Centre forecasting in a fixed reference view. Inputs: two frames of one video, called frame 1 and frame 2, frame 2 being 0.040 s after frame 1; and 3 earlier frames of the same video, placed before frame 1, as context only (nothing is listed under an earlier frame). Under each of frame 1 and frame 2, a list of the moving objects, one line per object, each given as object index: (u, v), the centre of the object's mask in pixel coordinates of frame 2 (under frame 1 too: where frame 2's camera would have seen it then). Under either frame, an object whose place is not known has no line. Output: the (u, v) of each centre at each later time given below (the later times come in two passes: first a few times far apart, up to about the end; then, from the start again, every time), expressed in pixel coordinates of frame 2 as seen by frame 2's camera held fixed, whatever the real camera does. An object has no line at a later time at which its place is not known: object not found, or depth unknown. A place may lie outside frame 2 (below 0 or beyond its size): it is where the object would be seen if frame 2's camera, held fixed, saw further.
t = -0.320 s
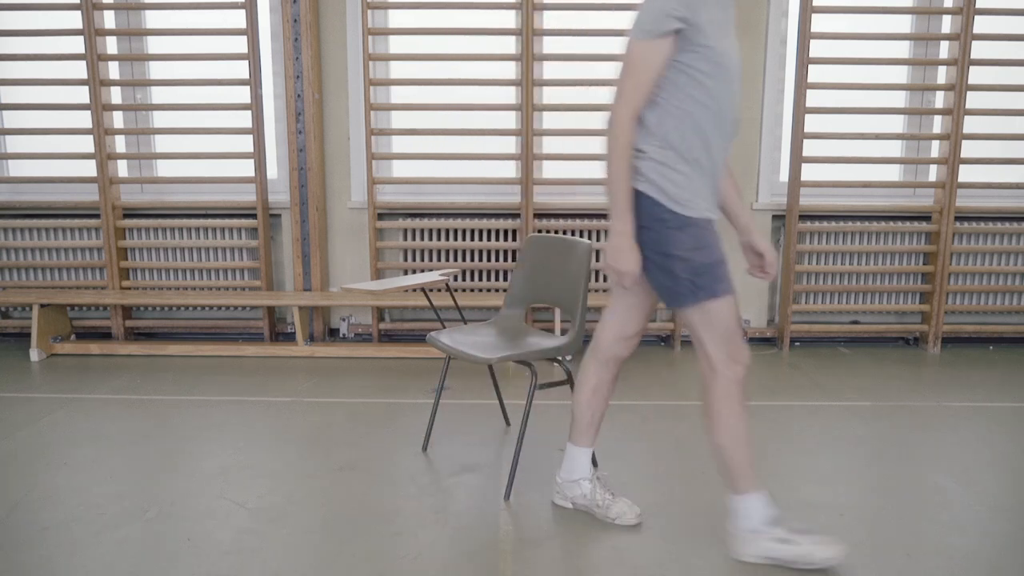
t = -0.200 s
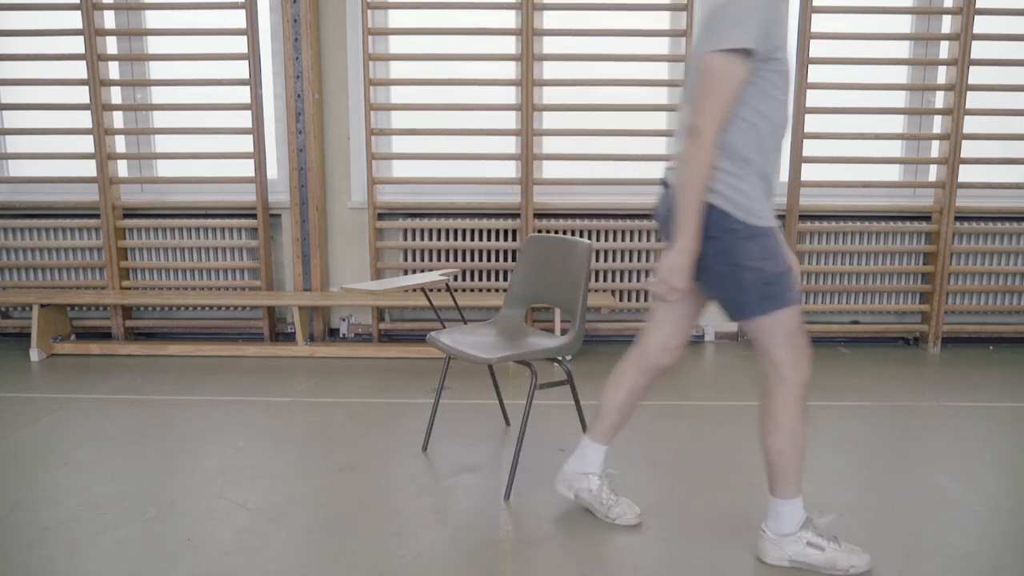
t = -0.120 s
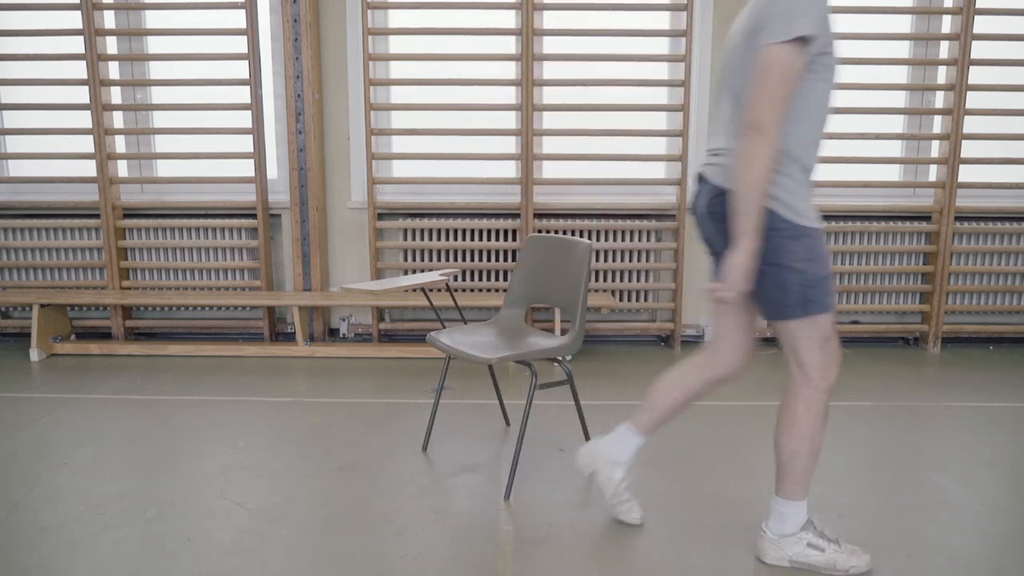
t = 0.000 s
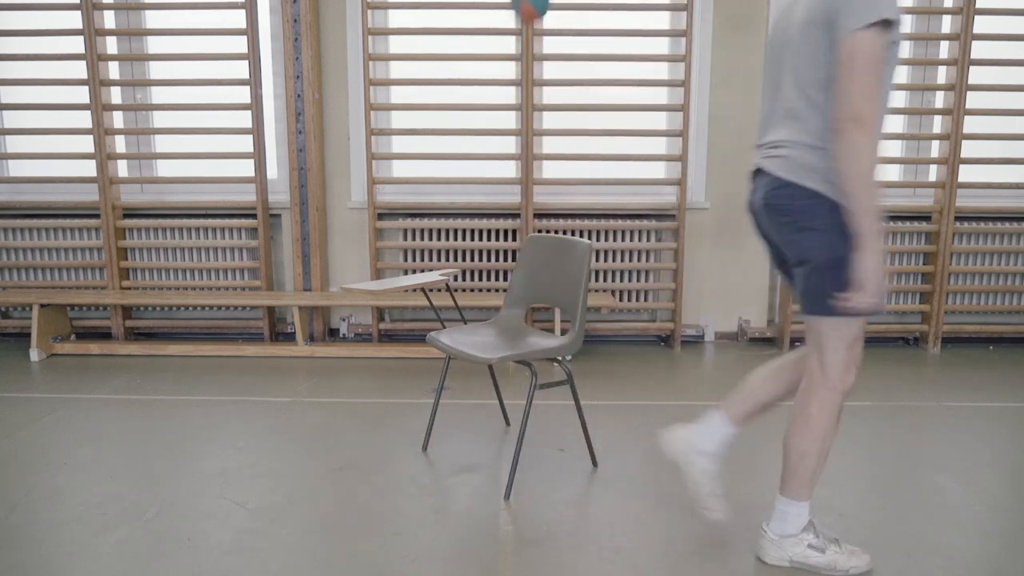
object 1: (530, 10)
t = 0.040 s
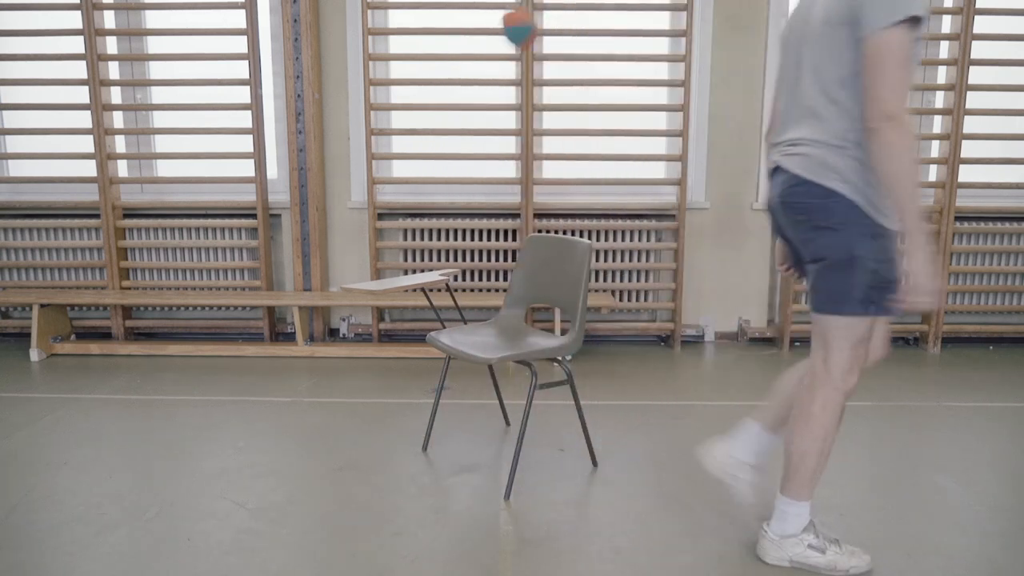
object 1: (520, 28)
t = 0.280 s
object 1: (467, 244)
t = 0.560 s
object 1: (425, 326)
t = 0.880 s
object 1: (389, 325)
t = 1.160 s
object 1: (361, 361)
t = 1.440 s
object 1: (334, 378)
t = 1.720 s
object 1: (308, 392)
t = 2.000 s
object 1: (286, 405)
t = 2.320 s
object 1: (259, 415)
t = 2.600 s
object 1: (239, 424)
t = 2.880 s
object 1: (237, 435)
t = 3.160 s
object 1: (244, 435)
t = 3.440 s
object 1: (237, 433)
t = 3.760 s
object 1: (241, 435)
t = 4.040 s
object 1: (240, 434)
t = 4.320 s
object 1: (240, 434)
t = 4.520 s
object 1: (240, 434)
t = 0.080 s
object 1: (509, 57)
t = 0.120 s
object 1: (498, 92)
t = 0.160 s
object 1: (489, 126)
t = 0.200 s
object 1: (482, 165)
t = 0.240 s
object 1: (473, 203)
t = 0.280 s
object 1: (467, 244)
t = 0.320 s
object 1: (462, 287)
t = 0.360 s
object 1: (451, 318)
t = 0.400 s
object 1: (455, 380)
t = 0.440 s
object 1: (450, 386)
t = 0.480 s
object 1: (436, 360)
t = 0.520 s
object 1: (428, 345)
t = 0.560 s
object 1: (425, 326)
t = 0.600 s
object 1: (422, 318)
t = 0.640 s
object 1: (417, 312)
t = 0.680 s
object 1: (411, 305)
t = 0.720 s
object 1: (407, 304)
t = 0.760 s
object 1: (401, 305)
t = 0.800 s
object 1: (397, 309)
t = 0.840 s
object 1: (393, 316)
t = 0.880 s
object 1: (389, 325)
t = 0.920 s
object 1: (386, 337)
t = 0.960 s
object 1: (383, 347)
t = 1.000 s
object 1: (378, 350)
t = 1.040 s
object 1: (373, 356)
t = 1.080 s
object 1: (369, 356)
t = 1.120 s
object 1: (365, 358)
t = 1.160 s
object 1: (361, 361)
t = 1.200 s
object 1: (357, 365)
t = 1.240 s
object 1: (353, 366)
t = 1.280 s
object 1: (349, 368)
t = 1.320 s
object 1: (346, 370)
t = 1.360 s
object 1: (342, 374)
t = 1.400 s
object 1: (338, 375)
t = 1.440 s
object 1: (334, 378)
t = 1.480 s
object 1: (331, 379)
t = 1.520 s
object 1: (327, 380)
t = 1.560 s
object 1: (323, 383)
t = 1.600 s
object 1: (319, 386)
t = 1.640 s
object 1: (315, 388)
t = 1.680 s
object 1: (311, 389)
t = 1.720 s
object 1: (308, 392)
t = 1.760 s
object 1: (304, 393)
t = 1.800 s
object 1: (302, 394)
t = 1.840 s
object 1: (298, 396)
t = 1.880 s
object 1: (295, 399)
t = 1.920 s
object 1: (292, 402)
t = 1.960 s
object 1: (289, 403)
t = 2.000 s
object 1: (286, 405)
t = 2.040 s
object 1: (283, 407)
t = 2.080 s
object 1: (280, 408)
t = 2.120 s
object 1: (276, 410)
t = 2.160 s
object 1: (273, 410)
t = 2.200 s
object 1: (270, 411)
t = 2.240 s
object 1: (266, 413)
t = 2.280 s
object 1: (262, 414)
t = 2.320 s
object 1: (259, 415)
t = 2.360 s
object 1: (255, 417)
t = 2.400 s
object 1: (252, 418)
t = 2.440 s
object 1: (249, 419)
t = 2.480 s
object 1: (246, 420)
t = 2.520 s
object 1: (243, 421)
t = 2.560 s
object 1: (241, 423)
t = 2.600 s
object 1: (239, 424)
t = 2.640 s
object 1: (238, 425)
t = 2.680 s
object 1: (237, 426)
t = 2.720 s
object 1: (236, 427)
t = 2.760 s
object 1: (235, 429)
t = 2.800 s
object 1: (236, 431)
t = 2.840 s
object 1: (236, 433)
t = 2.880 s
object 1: (237, 435)
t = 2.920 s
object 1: (239, 435)
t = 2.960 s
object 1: (240, 435)
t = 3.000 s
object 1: (242, 435)
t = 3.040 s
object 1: (243, 435)
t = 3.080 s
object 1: (244, 435)
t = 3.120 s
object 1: (244, 435)
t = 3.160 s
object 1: (244, 435)
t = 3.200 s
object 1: (243, 435)
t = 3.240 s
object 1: (242, 435)
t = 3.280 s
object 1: (241, 434)
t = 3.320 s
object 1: (239, 434)
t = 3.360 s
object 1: (238, 433)
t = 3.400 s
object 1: (237, 433)
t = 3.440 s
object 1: (237, 433)
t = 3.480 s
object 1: (238, 433)
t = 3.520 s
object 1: (239, 433)
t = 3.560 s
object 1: (239, 434)
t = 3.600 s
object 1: (239, 434)
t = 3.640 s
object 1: (240, 435)
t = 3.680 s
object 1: (241, 435)
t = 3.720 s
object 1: (241, 435)
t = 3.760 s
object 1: (241, 435)
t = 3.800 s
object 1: (241, 435)
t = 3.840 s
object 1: (240, 434)
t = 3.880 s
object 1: (240, 434)
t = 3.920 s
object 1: (240, 434)
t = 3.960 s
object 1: (240, 434)
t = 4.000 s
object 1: (240, 434)
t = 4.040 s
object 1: (240, 434)
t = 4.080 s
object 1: (240, 434)
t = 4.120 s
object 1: (240, 434)
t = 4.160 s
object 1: (240, 434)
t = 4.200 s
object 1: (240, 434)
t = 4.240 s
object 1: (240, 434)
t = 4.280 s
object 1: (240, 434)
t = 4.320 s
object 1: (240, 434)
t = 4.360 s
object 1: (240, 434)
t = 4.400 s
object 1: (240, 434)
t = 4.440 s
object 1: (240, 434)
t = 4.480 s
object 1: (240, 434)
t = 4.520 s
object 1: (240, 434)
